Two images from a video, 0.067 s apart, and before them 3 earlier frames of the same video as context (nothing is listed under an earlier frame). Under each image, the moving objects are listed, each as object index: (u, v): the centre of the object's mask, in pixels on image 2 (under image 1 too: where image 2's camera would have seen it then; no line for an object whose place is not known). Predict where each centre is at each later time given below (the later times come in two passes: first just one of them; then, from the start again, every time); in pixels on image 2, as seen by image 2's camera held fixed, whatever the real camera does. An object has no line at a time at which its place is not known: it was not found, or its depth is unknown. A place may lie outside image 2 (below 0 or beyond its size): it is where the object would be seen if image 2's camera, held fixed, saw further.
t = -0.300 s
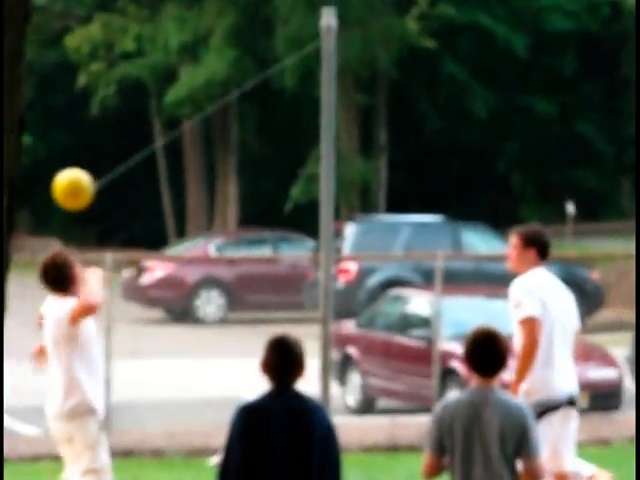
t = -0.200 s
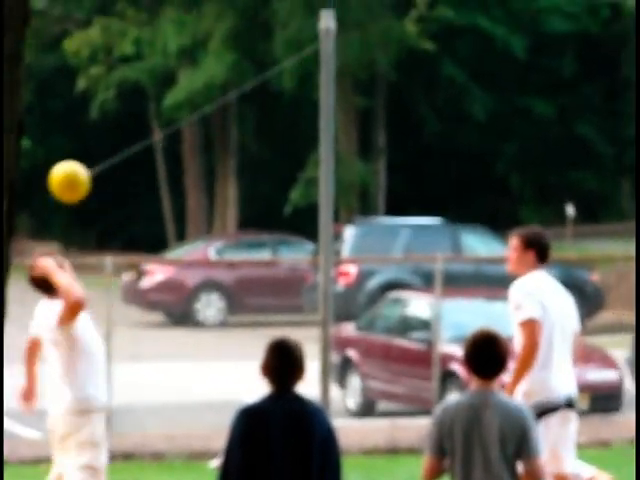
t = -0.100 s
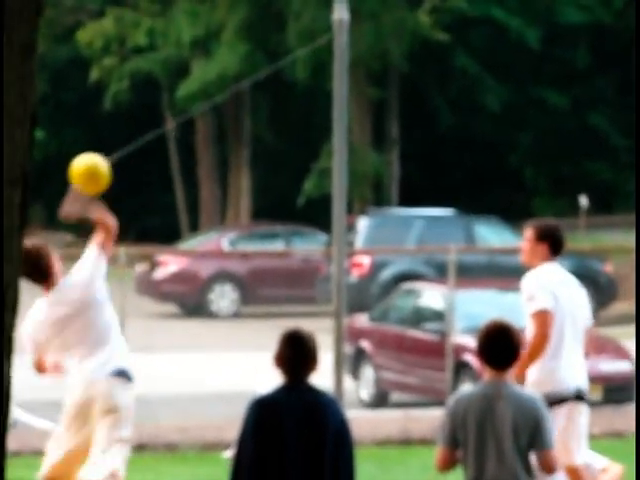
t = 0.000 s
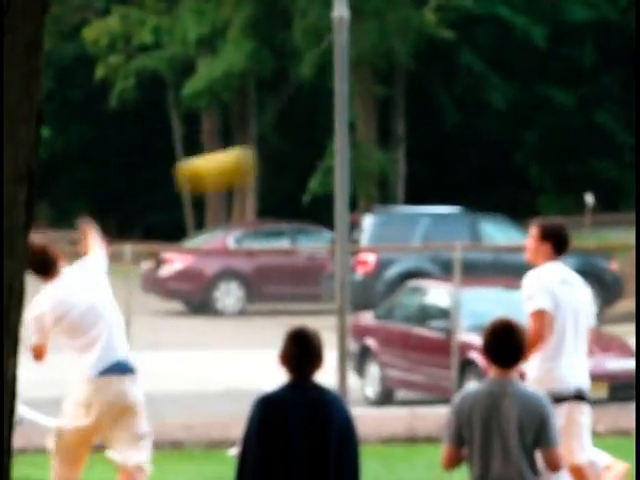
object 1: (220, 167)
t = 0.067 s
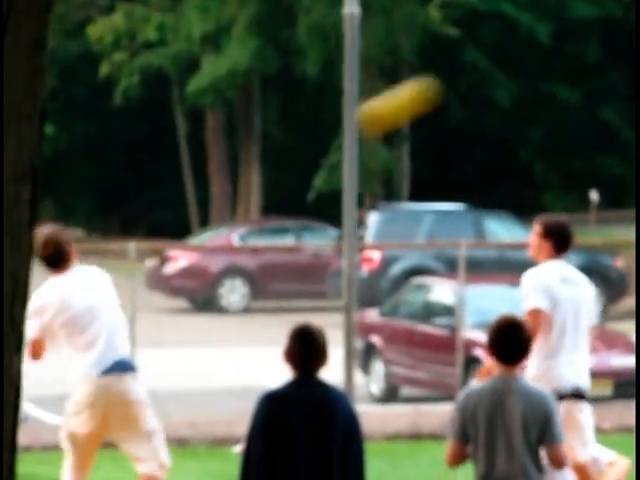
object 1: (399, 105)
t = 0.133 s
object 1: (543, 22)
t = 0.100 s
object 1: (483, 58)
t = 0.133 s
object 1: (543, 22)
